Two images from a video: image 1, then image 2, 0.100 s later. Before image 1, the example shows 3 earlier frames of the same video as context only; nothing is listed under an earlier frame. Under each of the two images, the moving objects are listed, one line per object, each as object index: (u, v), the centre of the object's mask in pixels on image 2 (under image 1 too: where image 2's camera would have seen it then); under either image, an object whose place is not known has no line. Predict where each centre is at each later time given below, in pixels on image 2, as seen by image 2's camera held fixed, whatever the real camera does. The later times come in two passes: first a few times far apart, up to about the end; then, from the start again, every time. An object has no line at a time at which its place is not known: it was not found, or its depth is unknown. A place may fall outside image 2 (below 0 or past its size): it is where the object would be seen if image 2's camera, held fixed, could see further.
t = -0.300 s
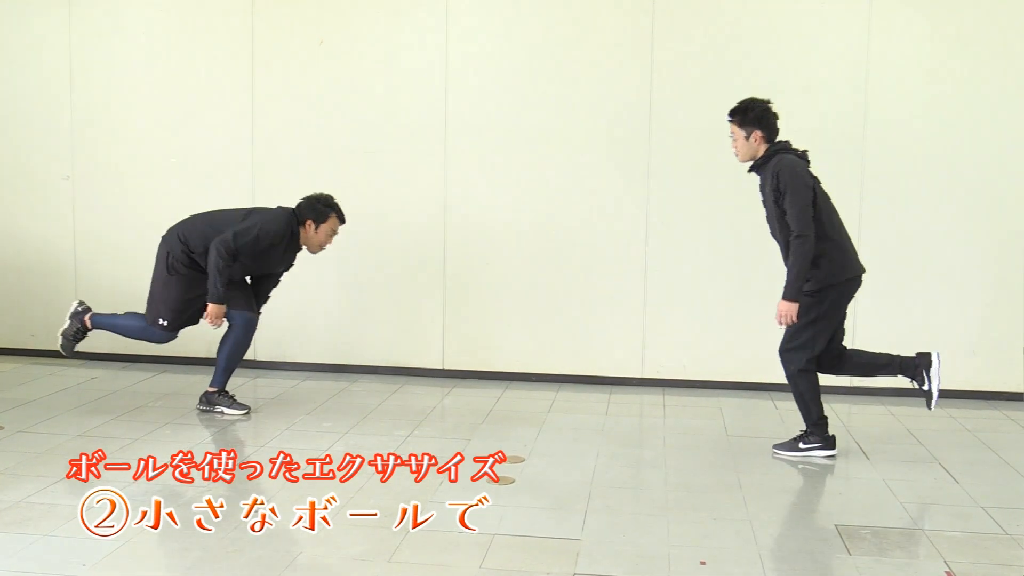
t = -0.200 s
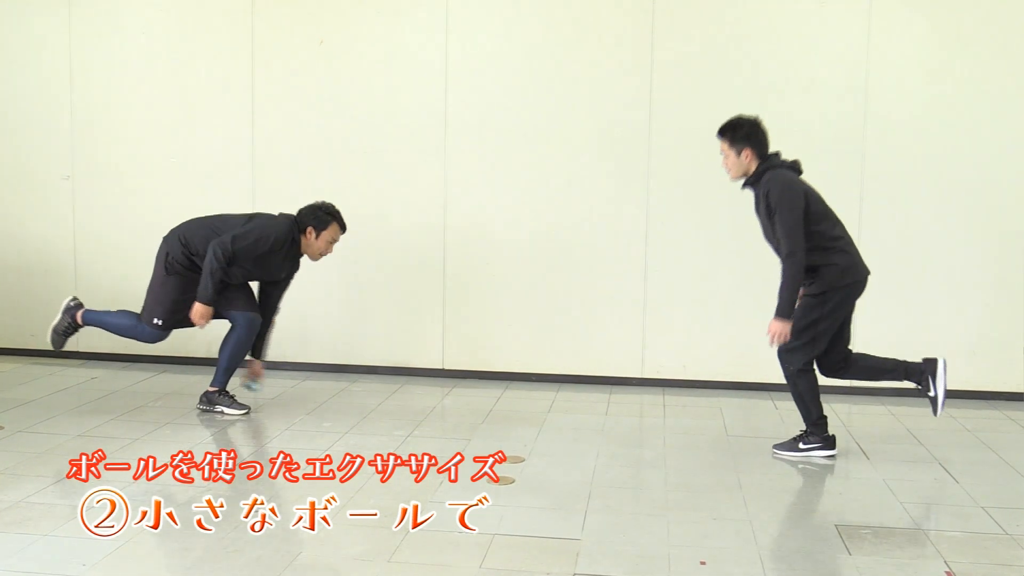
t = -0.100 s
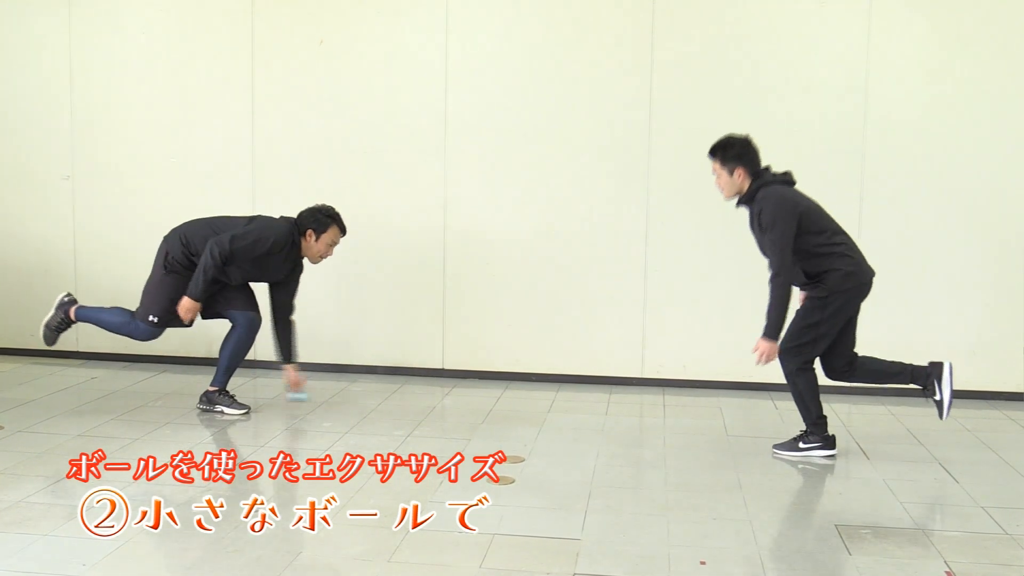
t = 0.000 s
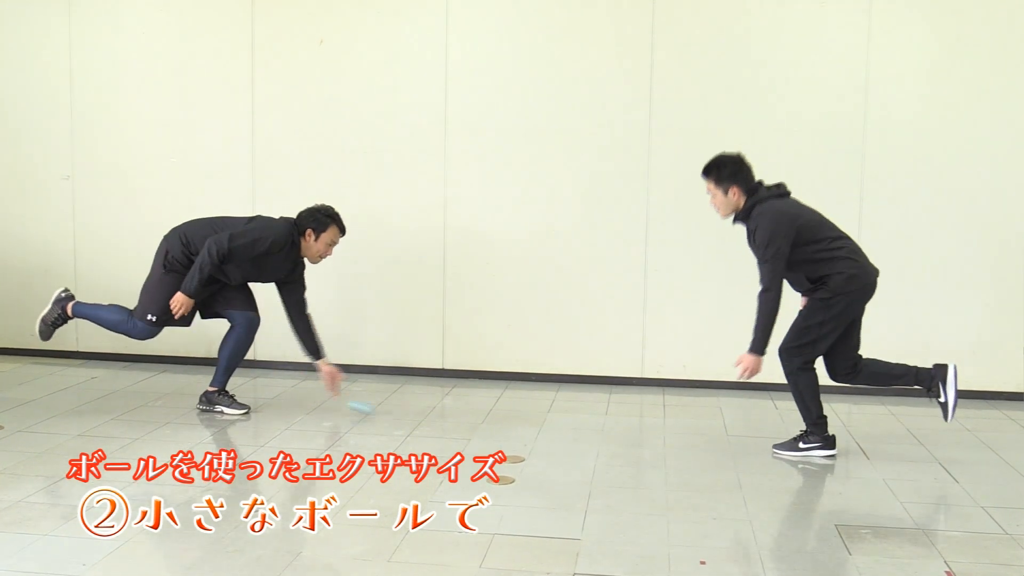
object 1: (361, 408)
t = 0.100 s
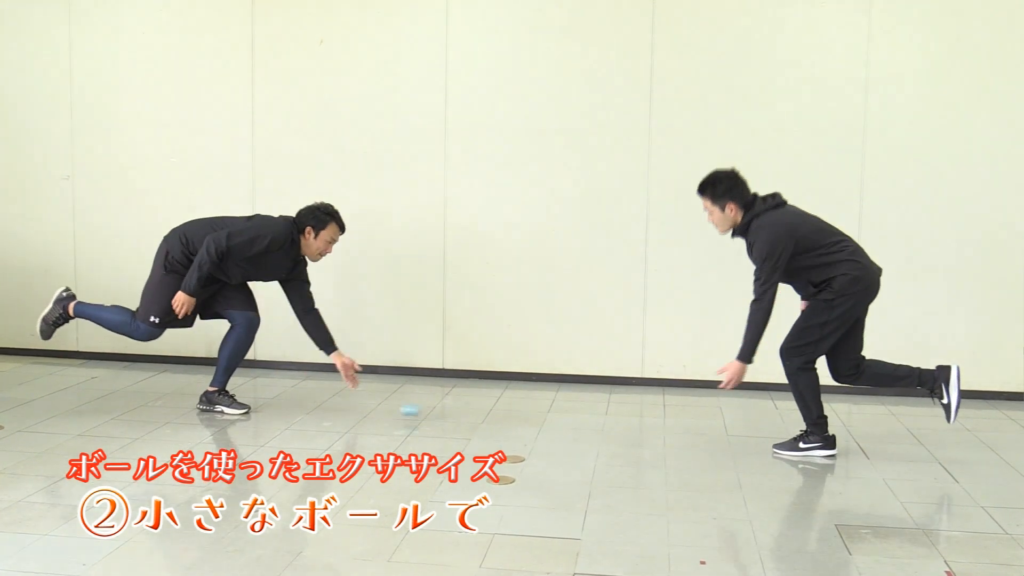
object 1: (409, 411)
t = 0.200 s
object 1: (453, 417)
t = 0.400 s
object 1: (533, 426)
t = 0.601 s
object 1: (611, 434)
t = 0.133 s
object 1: (425, 413)
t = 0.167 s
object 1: (441, 417)
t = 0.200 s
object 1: (453, 417)
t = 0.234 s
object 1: (467, 417)
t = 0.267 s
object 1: (480, 420)
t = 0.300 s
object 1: (493, 423)
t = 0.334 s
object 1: (506, 423)
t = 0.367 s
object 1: (519, 426)
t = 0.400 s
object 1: (533, 426)
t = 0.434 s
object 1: (547, 428)
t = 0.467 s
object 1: (559, 428)
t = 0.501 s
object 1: (572, 430)
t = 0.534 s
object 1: (585, 432)
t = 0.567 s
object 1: (598, 433)
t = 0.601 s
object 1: (611, 434)
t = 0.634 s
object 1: (624, 435)
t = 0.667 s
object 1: (637, 435)
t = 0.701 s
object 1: (650, 437)
